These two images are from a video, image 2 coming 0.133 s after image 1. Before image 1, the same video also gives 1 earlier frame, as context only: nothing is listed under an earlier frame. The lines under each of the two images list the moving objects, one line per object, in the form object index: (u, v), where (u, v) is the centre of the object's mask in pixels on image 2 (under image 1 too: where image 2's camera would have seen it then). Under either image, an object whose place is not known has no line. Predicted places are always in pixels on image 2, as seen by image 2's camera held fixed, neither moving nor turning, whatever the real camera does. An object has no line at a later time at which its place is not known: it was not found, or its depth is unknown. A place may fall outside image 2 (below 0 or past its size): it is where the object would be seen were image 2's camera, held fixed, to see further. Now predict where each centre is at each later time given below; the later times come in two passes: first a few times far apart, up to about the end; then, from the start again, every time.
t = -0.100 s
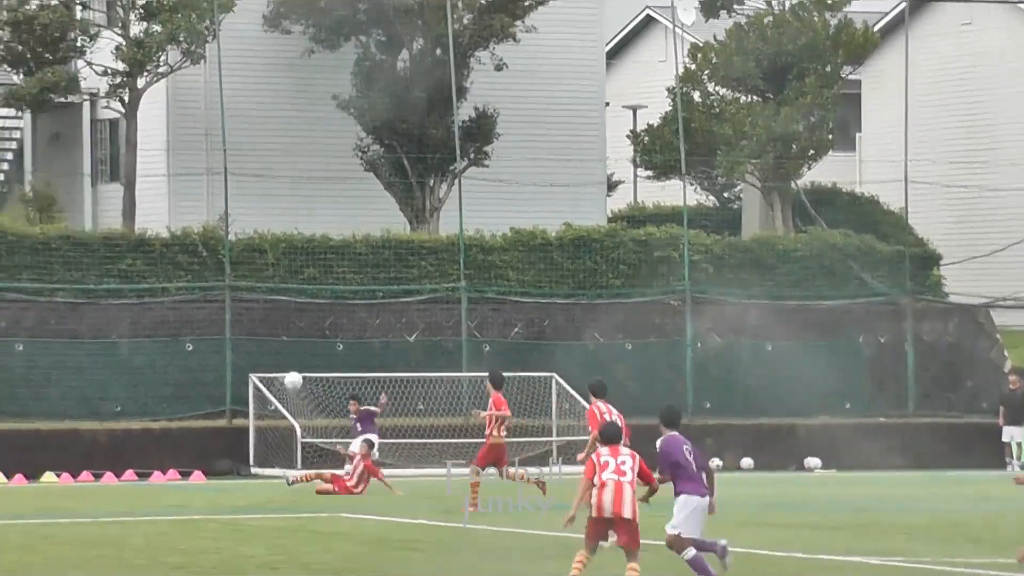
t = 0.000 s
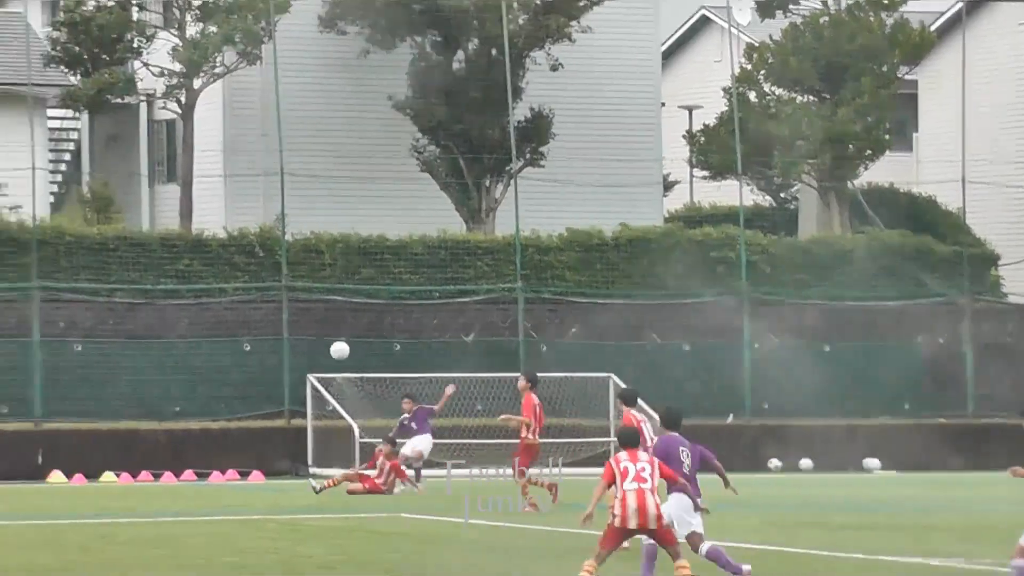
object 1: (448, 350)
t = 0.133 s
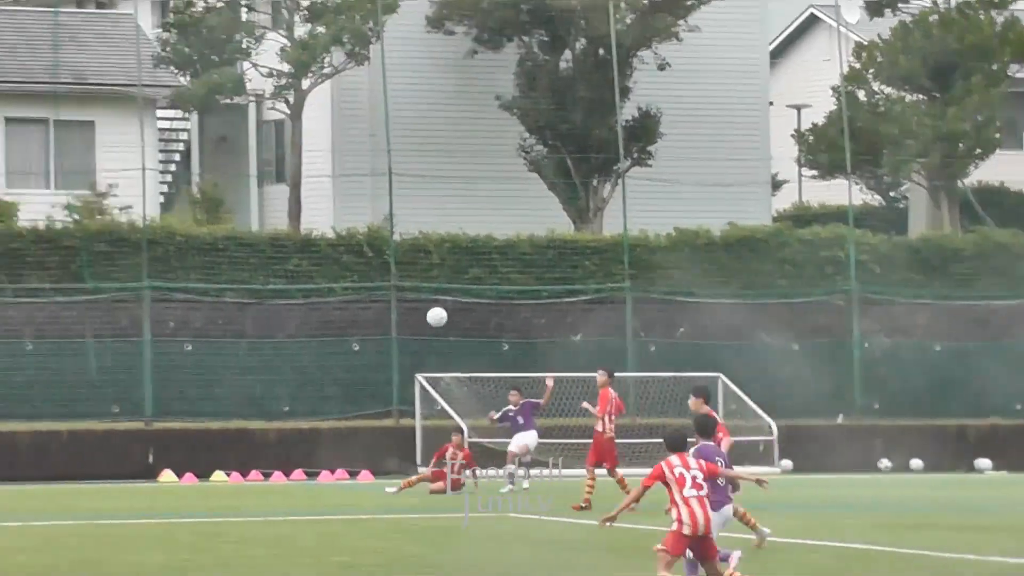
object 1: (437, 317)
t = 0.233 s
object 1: (431, 298)
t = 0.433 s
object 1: (430, 280)
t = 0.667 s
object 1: (449, 300)
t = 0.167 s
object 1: (434, 310)
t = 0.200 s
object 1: (432, 304)
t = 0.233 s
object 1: (431, 298)
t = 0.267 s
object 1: (430, 293)
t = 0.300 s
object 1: (429, 289)
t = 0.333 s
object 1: (429, 285)
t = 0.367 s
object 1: (429, 283)
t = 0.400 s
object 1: (430, 281)
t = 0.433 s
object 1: (430, 280)
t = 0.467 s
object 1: (431, 280)
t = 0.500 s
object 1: (433, 281)
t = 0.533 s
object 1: (435, 282)
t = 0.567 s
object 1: (438, 285)
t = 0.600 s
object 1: (441, 289)
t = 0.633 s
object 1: (445, 294)
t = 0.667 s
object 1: (449, 300)
